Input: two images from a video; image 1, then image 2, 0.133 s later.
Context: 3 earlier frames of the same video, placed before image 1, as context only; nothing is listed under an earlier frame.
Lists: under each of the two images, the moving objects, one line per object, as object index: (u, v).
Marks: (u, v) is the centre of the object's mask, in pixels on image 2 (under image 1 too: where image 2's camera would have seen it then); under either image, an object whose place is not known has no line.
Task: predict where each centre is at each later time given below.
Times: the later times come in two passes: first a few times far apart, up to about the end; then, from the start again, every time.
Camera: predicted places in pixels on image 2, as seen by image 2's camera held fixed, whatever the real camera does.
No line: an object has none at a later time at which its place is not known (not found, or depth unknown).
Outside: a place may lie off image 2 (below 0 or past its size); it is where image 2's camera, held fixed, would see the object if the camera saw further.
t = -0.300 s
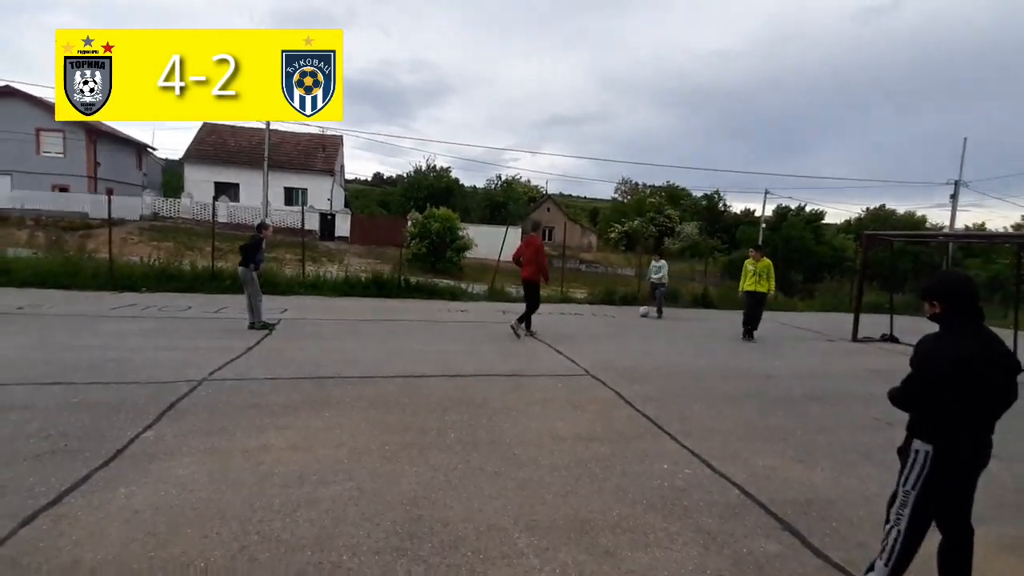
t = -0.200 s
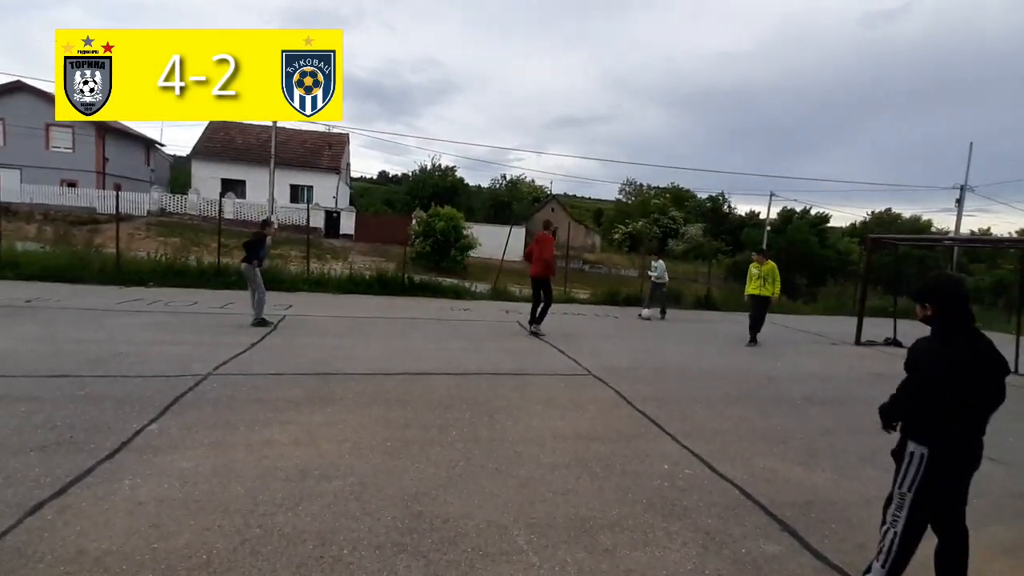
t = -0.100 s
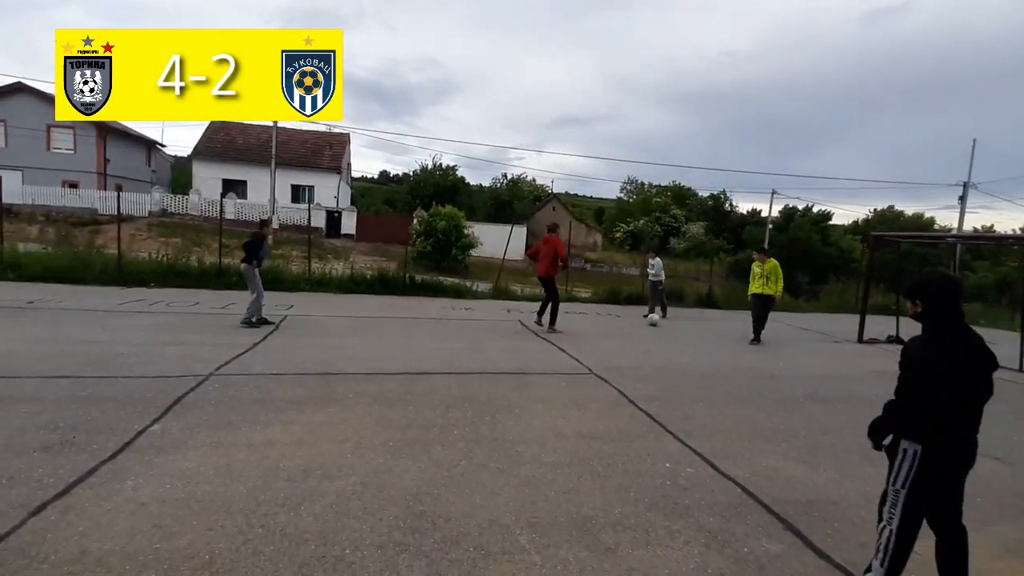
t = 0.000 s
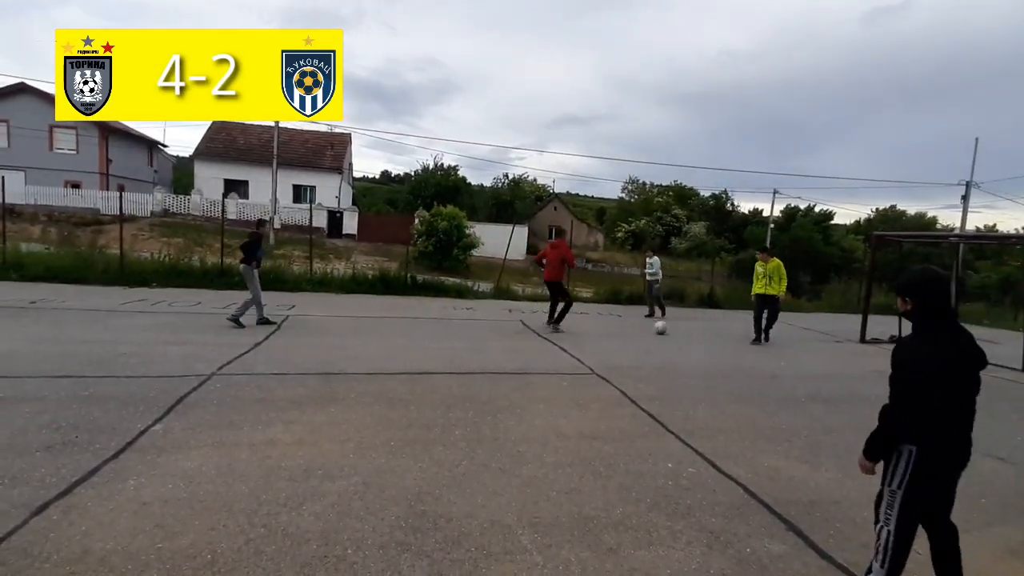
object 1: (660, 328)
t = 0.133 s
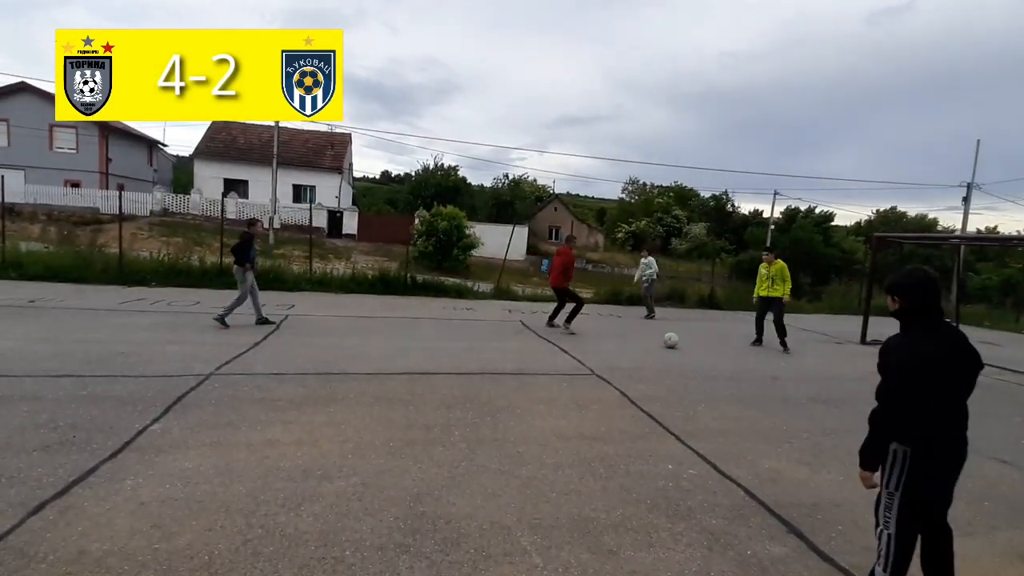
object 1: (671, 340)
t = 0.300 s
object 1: (687, 359)
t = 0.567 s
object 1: (723, 397)
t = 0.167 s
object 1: (673, 344)
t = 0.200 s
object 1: (676, 348)
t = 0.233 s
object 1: (680, 351)
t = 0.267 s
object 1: (683, 355)
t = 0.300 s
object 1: (687, 359)
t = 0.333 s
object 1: (690, 363)
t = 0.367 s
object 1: (694, 368)
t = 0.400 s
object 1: (699, 372)
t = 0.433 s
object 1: (704, 377)
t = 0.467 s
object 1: (708, 382)
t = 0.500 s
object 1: (713, 386)
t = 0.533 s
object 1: (717, 391)
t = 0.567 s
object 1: (723, 397)
